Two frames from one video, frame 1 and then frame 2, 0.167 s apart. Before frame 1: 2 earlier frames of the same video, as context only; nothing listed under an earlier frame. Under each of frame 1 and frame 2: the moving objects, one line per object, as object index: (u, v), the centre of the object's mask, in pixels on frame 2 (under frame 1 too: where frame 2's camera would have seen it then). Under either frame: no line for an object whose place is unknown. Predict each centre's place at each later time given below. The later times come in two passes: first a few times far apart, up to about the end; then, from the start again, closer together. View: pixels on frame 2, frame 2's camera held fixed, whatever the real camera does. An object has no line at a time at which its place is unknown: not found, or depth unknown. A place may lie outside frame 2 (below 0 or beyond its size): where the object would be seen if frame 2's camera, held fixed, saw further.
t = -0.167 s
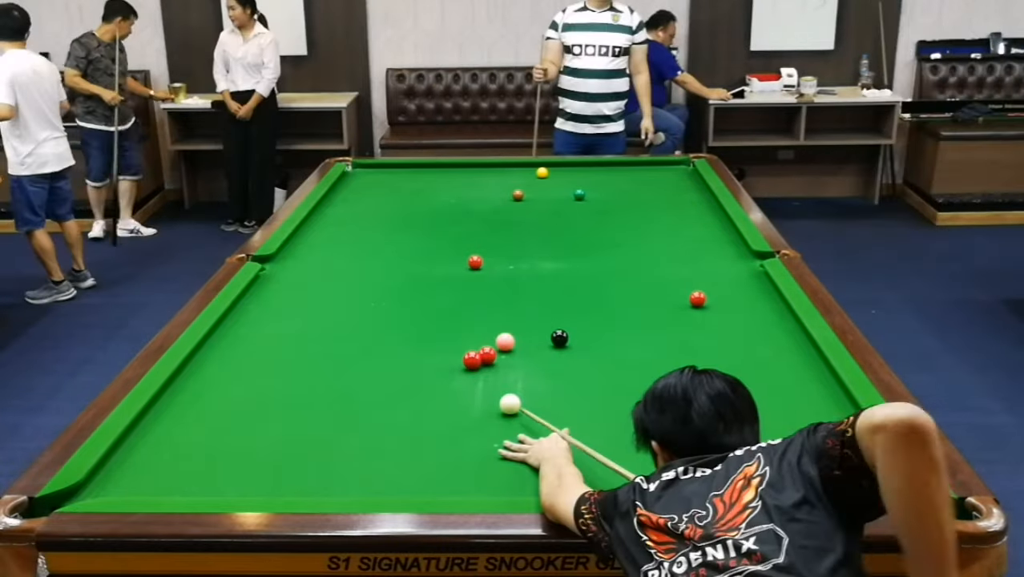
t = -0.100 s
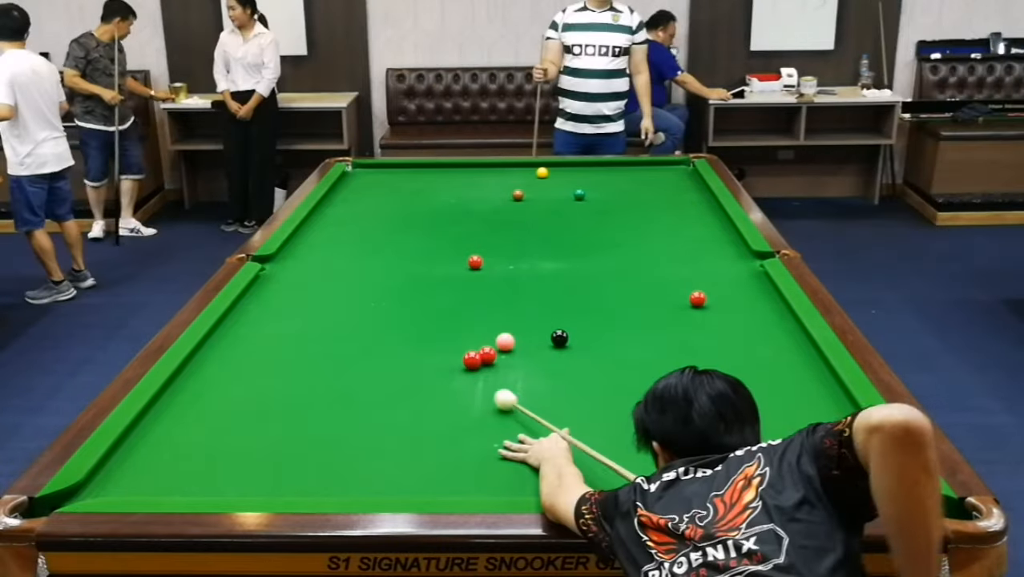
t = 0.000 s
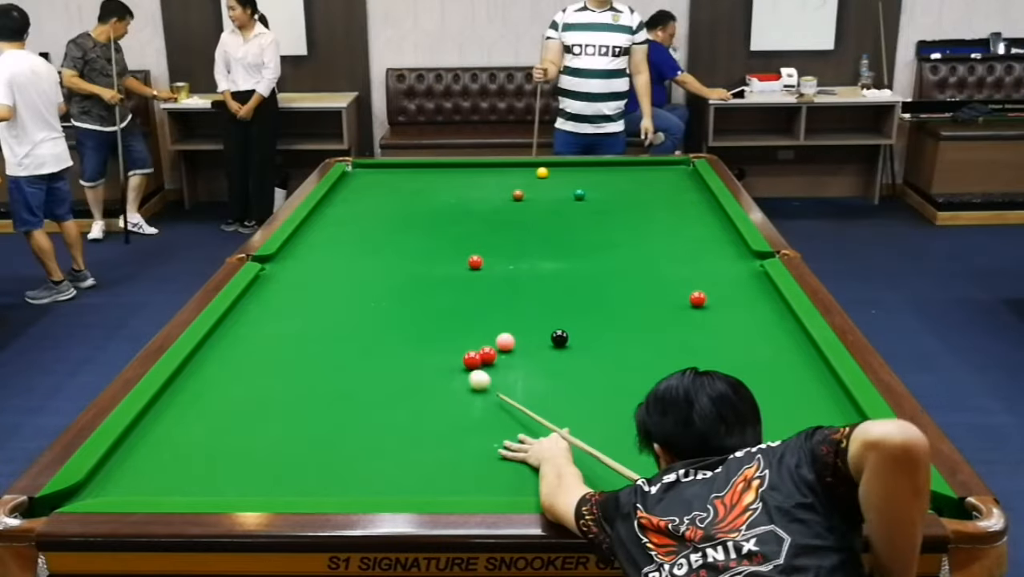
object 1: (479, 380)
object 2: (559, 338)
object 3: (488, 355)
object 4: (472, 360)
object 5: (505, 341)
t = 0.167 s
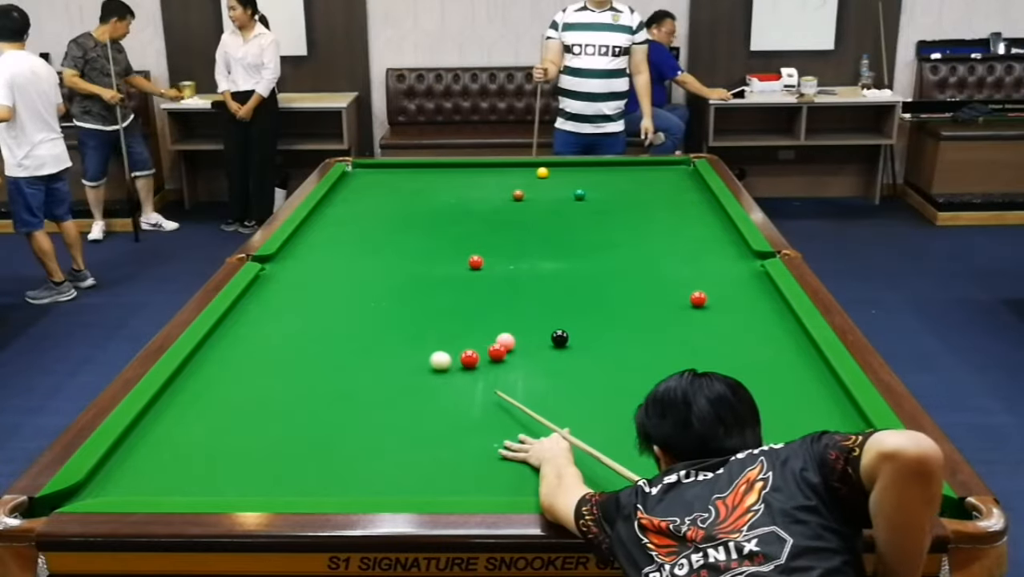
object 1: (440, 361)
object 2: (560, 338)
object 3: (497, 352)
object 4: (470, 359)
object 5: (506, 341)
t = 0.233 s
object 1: (423, 355)
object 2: (559, 338)
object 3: (504, 349)
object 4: (467, 358)
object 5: (505, 338)
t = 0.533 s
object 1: (354, 334)
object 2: (559, 338)
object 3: (536, 345)
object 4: (457, 353)
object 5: (505, 336)
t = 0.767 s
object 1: (307, 319)
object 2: (564, 335)
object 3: (554, 344)
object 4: (451, 351)
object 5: (505, 333)
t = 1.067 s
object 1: (253, 302)
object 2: (570, 331)
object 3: (568, 345)
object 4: (444, 348)
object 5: (505, 329)
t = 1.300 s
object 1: (276, 290)
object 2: (575, 330)
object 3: (577, 346)
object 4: (441, 346)
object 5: (504, 327)
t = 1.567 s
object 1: (320, 278)
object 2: (580, 329)
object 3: (585, 347)
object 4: (438, 344)
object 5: (504, 325)
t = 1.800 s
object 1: (354, 269)
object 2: (583, 328)
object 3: (591, 347)
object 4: (437, 344)
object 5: (505, 324)
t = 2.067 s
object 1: (391, 259)
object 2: (584, 327)
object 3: (595, 348)
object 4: (436, 343)
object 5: (505, 323)
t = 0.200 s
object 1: (432, 358)
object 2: (559, 338)
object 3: (500, 351)
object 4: (468, 358)
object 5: (506, 340)
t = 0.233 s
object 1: (423, 355)
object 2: (559, 338)
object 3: (504, 349)
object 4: (467, 358)
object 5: (505, 338)
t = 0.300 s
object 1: (408, 350)
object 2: (559, 338)
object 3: (511, 348)
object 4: (465, 357)
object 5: (503, 338)
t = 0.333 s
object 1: (399, 348)
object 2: (559, 338)
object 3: (515, 348)
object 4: (464, 356)
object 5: (503, 339)
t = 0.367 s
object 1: (391, 345)
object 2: (559, 338)
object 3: (518, 347)
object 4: (462, 356)
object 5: (504, 339)
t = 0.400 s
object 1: (384, 343)
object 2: (559, 338)
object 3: (522, 347)
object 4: (461, 355)
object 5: (505, 339)
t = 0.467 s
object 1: (369, 338)
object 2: (559, 338)
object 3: (529, 346)
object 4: (459, 354)
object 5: (505, 338)
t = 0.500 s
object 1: (362, 336)
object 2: (559, 338)
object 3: (532, 345)
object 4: (458, 354)
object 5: (505, 337)
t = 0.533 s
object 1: (354, 334)
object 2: (559, 338)
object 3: (536, 345)
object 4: (457, 353)
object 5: (505, 336)
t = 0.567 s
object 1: (347, 332)
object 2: (559, 338)
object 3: (539, 344)
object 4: (456, 353)
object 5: (505, 336)
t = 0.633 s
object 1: (334, 327)
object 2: (560, 338)
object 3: (545, 344)
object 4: (454, 352)
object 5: (505, 335)
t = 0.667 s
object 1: (327, 325)
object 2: (561, 337)
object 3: (548, 344)
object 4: (453, 352)
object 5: (505, 334)
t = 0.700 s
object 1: (320, 323)
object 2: (562, 336)
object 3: (551, 344)
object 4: (452, 351)
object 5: (505, 334)
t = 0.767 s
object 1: (307, 319)
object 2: (564, 335)
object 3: (554, 344)
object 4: (451, 351)
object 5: (505, 333)
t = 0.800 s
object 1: (301, 317)
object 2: (565, 334)
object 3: (556, 344)
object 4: (450, 350)
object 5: (505, 332)
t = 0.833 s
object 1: (295, 315)
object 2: (565, 334)
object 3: (557, 344)
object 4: (449, 350)
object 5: (505, 332)
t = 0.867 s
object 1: (288, 313)
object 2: (566, 333)
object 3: (559, 344)
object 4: (449, 350)
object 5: (505, 332)
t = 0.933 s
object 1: (276, 309)
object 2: (568, 332)
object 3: (562, 344)
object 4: (447, 349)
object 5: (505, 331)
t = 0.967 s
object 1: (270, 307)
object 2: (568, 332)
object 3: (564, 345)
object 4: (446, 349)
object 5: (505, 330)
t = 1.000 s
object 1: (265, 305)
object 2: (569, 331)
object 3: (565, 345)
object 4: (446, 348)
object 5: (505, 330)
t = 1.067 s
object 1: (253, 302)
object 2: (570, 331)
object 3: (568, 345)
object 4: (444, 348)
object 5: (505, 329)
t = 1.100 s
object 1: (248, 300)
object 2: (571, 331)
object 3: (569, 345)
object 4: (444, 348)
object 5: (505, 329)
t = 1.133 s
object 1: (245, 298)
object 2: (572, 330)
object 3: (571, 345)
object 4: (443, 347)
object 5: (505, 328)
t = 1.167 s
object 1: (251, 297)
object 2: (572, 330)
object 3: (572, 345)
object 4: (443, 347)
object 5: (505, 328)
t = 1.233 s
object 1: (264, 293)
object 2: (573, 330)
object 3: (575, 346)
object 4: (442, 346)
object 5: (505, 328)
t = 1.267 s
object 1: (270, 292)
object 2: (574, 330)
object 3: (576, 346)
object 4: (441, 346)
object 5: (505, 327)
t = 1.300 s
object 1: (276, 290)
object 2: (575, 330)
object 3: (577, 346)
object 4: (441, 346)
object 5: (504, 327)
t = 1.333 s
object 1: (282, 289)
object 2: (575, 330)
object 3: (578, 346)
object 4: (441, 346)
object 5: (504, 327)
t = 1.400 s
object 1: (293, 286)
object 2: (577, 330)
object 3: (580, 346)
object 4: (440, 345)
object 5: (505, 326)
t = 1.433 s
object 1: (298, 284)
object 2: (577, 329)
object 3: (581, 346)
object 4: (439, 345)
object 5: (504, 326)
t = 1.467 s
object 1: (303, 283)
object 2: (578, 329)
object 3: (582, 346)
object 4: (439, 345)
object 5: (504, 326)
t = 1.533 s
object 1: (314, 279)
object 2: (579, 329)
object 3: (585, 347)
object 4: (438, 344)
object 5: (504, 325)
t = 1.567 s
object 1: (320, 278)
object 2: (580, 329)
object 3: (585, 347)
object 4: (438, 344)
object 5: (504, 325)
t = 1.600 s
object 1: (325, 277)
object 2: (580, 329)
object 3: (586, 347)
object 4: (438, 344)
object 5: (505, 325)
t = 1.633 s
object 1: (330, 275)
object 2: (581, 329)
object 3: (587, 347)
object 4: (437, 344)
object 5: (505, 325)
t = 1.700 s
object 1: (340, 272)
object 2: (581, 329)
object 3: (589, 347)
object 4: (437, 344)
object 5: (505, 324)
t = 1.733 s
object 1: (345, 271)
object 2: (582, 328)
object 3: (590, 347)
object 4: (437, 344)
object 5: (505, 324)
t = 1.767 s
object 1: (350, 270)
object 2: (582, 328)
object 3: (590, 347)
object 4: (437, 344)
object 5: (505, 324)
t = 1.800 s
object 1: (354, 269)
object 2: (583, 328)
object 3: (591, 347)
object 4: (437, 344)
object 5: (505, 324)
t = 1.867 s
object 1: (364, 266)
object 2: (583, 328)
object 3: (592, 347)
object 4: (436, 344)
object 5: (505, 324)
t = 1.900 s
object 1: (368, 265)
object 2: (584, 327)
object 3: (593, 348)
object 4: (436, 344)
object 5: (505, 324)
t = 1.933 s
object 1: (373, 263)
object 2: (584, 327)
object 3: (593, 347)
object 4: (436, 344)
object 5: (505, 324)
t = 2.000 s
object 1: (382, 261)
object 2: (584, 327)
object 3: (594, 348)
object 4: (436, 343)
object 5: (505, 323)
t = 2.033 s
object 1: (386, 260)
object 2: (584, 327)
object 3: (595, 348)
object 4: (436, 343)
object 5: (505, 323)
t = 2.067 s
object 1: (391, 259)
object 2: (584, 327)
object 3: (595, 348)
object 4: (436, 343)
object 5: (505, 323)
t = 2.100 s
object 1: (395, 258)
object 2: (584, 327)
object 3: (596, 348)
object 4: (436, 343)
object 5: (505, 323)
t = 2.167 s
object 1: (403, 255)
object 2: (584, 327)
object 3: (596, 348)
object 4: (436, 343)
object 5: (505, 323)
